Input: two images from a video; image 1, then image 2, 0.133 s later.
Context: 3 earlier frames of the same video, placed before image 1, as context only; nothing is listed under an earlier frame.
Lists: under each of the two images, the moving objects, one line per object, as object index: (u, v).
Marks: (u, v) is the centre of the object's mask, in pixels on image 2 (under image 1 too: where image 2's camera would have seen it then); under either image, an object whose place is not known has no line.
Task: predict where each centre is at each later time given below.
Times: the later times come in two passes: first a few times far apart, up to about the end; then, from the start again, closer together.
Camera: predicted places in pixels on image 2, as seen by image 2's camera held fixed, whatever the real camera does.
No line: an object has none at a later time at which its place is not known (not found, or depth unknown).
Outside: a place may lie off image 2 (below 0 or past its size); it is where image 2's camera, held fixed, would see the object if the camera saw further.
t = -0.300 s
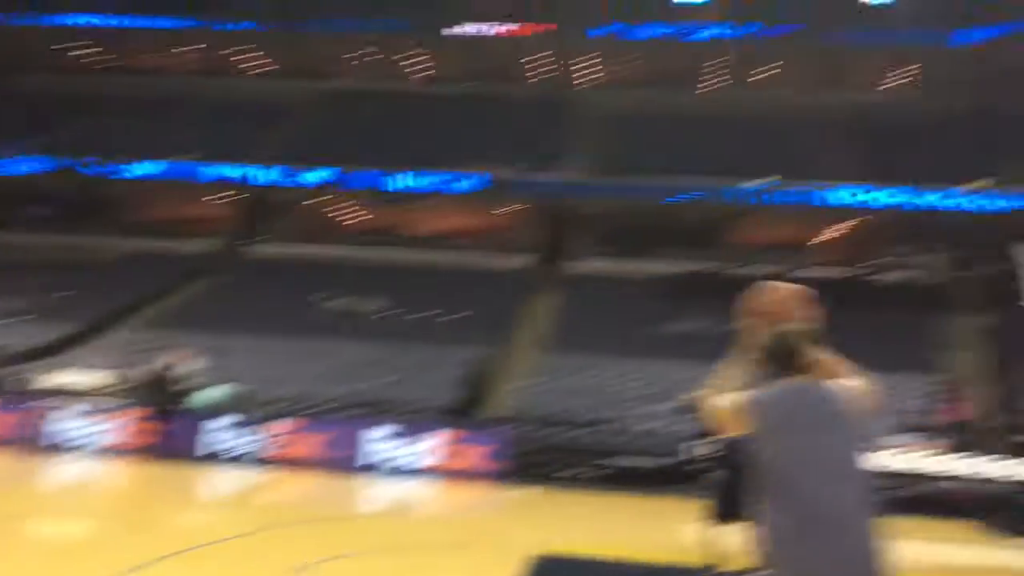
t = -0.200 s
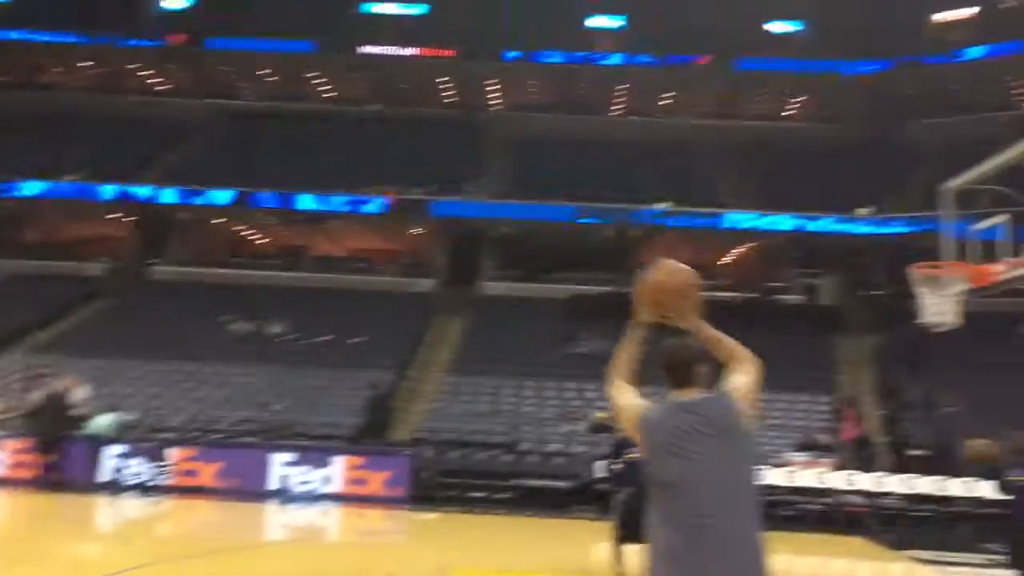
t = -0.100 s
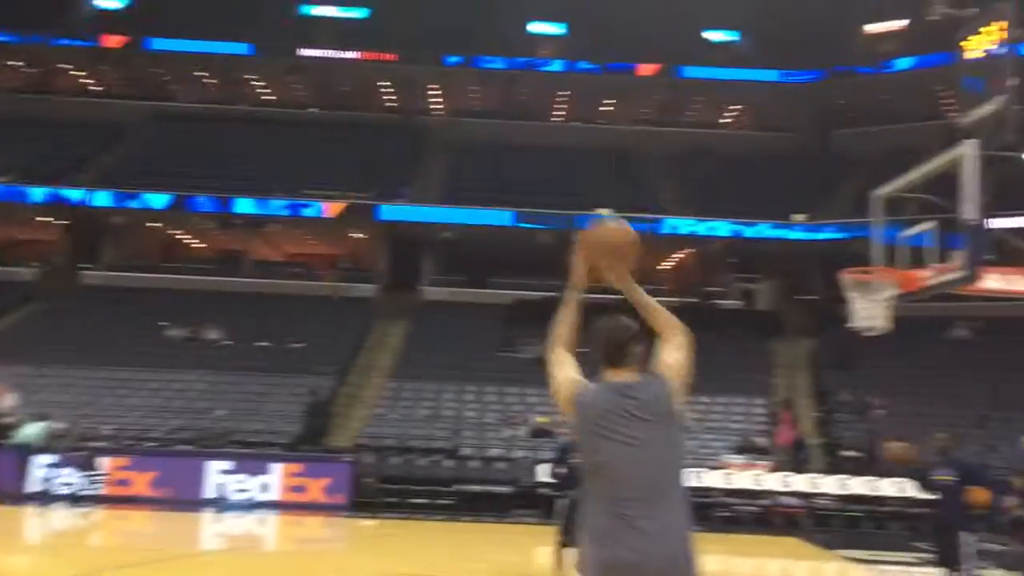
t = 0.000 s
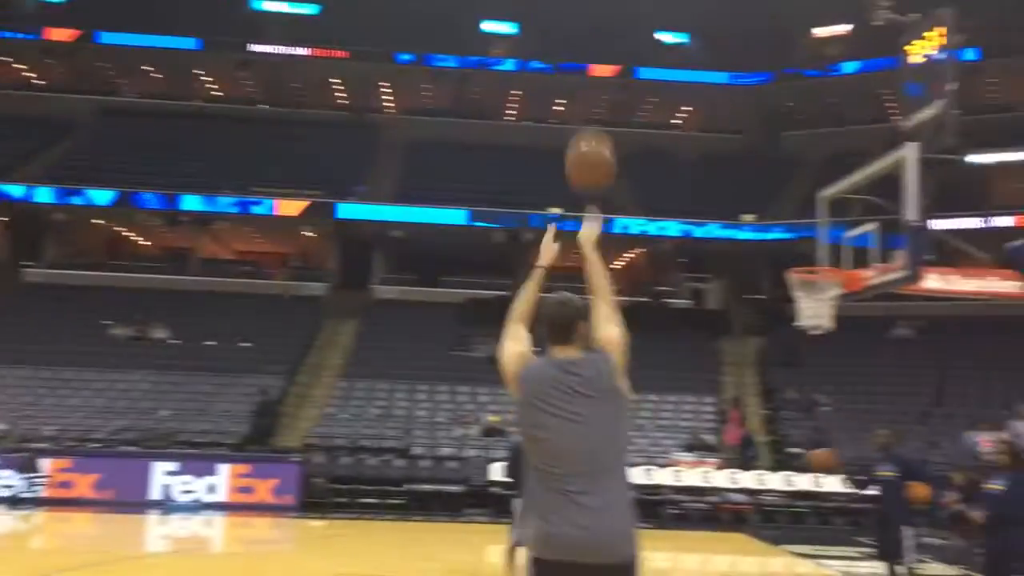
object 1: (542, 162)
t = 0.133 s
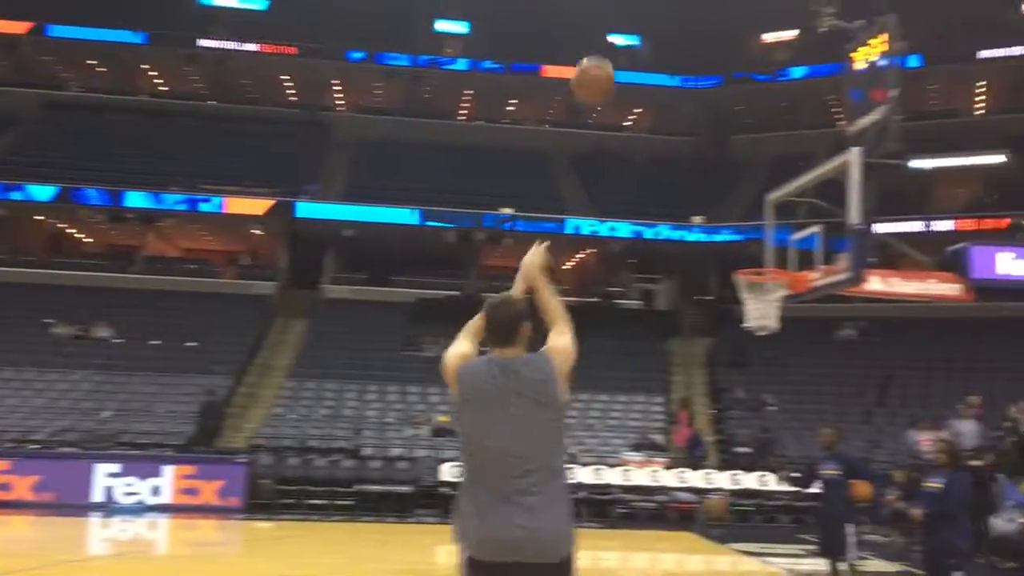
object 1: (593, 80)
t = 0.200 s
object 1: (615, 58)
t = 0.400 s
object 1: (668, 36)
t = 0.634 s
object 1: (714, 77)
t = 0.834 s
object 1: (746, 155)
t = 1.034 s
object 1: (770, 259)
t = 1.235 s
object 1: (760, 323)
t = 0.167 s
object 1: (605, 68)
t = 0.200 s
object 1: (615, 58)
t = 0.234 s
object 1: (625, 48)
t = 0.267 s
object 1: (635, 43)
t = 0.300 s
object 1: (644, 38)
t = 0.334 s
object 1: (652, 36)
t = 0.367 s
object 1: (660, 36)
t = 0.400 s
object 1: (668, 36)
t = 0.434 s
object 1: (676, 38)
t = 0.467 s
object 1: (683, 42)
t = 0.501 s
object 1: (690, 46)
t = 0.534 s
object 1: (696, 52)
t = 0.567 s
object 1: (702, 59)
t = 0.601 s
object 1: (709, 67)
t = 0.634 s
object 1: (714, 77)
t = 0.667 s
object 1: (720, 89)
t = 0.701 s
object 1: (726, 101)
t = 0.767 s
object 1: (736, 125)
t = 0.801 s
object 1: (741, 140)
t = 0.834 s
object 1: (746, 155)
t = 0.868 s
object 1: (750, 172)
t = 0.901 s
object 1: (753, 189)
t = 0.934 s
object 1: (758, 205)
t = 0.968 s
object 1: (763, 223)
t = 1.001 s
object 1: (767, 246)
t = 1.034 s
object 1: (770, 259)
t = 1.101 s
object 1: (746, 282)
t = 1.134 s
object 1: (747, 287)
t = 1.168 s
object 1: (752, 298)
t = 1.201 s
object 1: (756, 317)
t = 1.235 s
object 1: (760, 323)
